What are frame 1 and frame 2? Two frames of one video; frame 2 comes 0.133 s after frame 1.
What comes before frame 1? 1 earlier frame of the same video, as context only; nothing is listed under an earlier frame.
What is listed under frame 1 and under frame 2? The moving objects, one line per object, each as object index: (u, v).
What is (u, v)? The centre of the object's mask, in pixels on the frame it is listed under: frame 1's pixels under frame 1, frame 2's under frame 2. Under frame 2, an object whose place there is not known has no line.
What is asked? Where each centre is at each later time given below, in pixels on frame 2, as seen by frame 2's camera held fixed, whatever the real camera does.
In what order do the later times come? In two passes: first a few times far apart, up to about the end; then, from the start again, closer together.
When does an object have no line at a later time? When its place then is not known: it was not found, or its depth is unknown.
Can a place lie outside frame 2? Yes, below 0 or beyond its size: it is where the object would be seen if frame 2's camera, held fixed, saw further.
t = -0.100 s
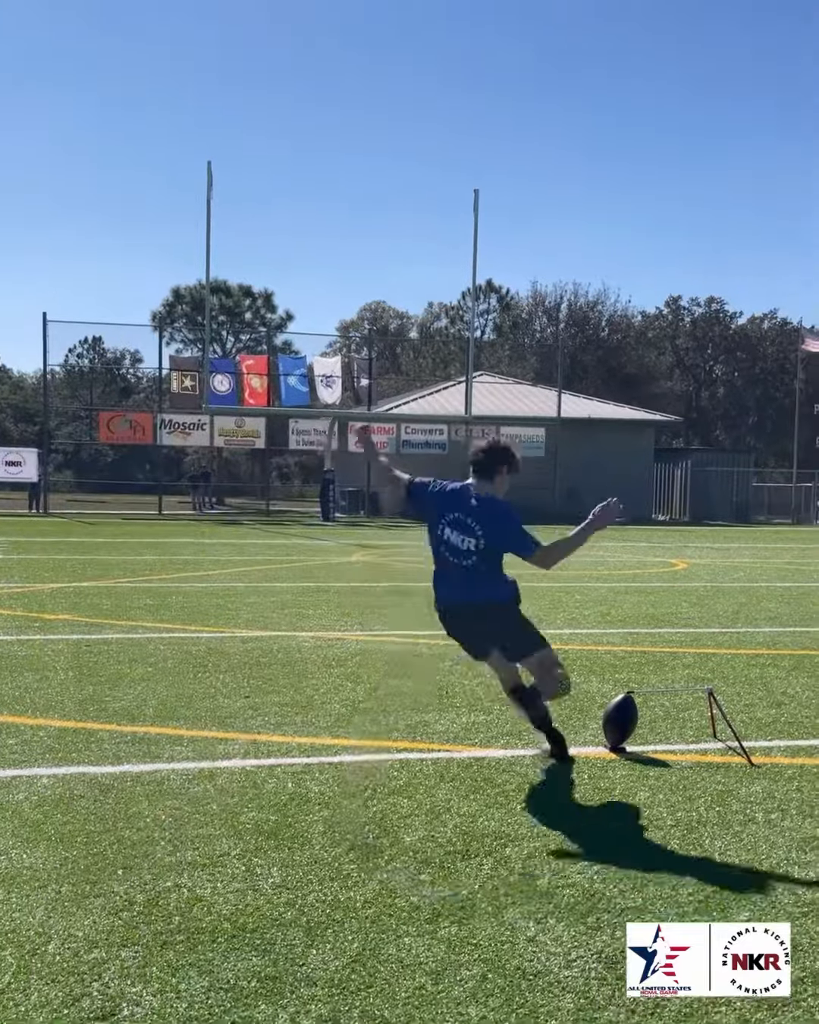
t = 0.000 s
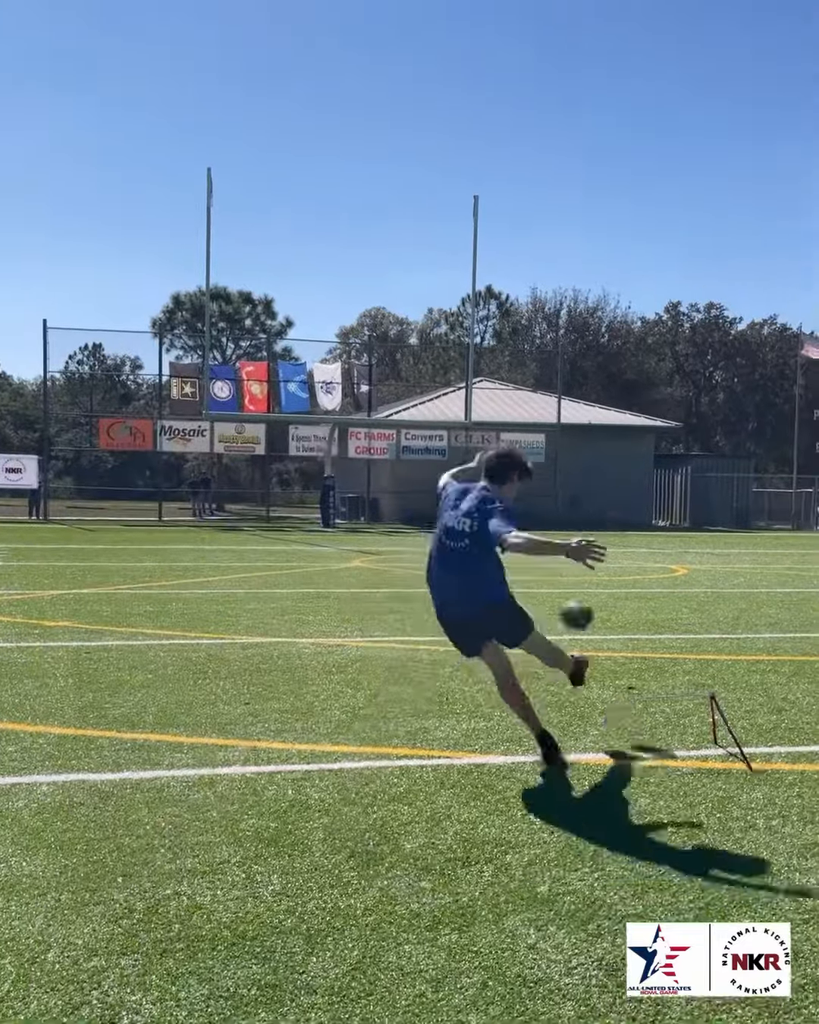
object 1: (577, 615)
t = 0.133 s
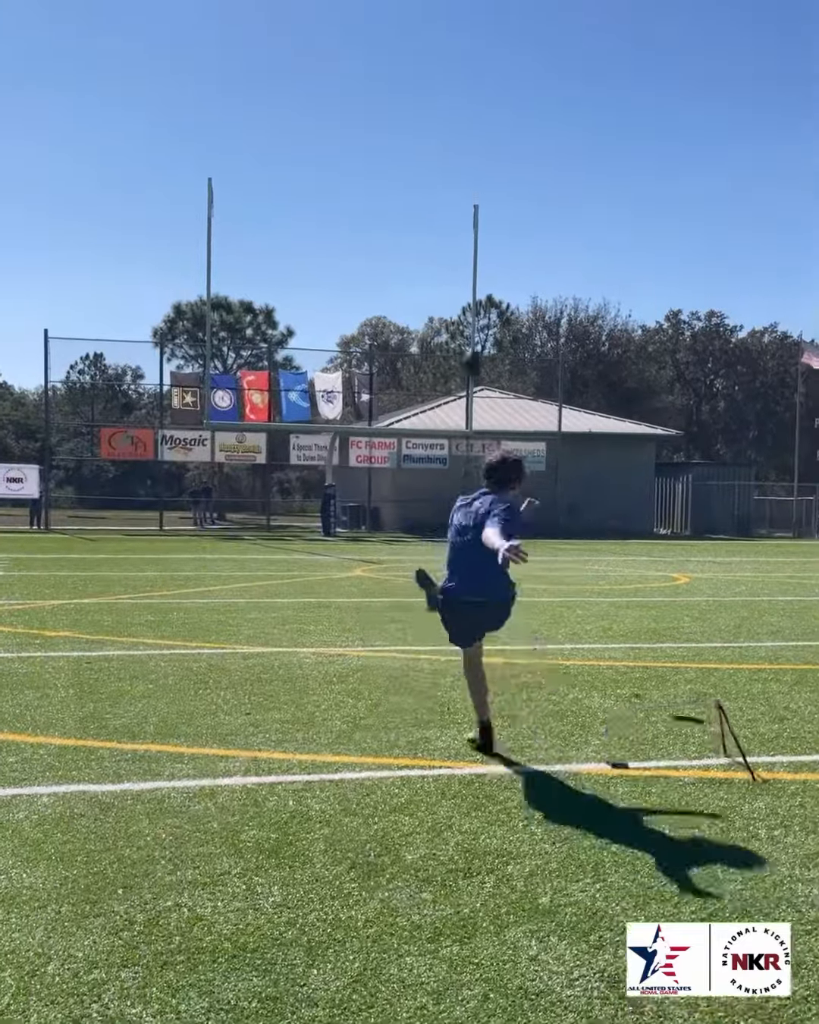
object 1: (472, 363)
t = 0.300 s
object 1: (414, 217)
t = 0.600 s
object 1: (371, 115)
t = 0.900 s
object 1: (360, 93)
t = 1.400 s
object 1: (358, 129)
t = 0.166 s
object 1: (457, 326)
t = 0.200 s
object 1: (444, 292)
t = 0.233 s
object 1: (433, 263)
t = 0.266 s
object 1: (423, 238)
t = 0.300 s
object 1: (414, 217)
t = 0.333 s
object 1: (406, 199)
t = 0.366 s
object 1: (399, 183)
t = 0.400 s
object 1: (393, 169)
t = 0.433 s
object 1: (388, 156)
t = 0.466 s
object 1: (383, 146)
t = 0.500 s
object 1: (380, 136)
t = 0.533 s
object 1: (376, 128)
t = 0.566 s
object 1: (373, 121)
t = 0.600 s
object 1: (371, 115)
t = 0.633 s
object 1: (369, 110)
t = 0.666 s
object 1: (367, 105)
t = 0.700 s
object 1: (366, 102)
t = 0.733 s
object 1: (364, 99)
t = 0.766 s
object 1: (363, 97)
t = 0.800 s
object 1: (363, 95)
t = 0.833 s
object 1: (362, 94)
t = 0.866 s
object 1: (361, 93)
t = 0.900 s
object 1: (360, 93)
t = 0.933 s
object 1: (360, 93)
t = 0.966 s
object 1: (360, 93)
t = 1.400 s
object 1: (358, 129)
